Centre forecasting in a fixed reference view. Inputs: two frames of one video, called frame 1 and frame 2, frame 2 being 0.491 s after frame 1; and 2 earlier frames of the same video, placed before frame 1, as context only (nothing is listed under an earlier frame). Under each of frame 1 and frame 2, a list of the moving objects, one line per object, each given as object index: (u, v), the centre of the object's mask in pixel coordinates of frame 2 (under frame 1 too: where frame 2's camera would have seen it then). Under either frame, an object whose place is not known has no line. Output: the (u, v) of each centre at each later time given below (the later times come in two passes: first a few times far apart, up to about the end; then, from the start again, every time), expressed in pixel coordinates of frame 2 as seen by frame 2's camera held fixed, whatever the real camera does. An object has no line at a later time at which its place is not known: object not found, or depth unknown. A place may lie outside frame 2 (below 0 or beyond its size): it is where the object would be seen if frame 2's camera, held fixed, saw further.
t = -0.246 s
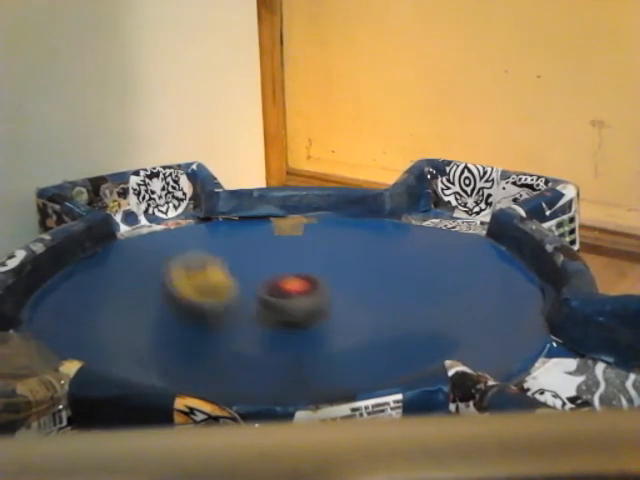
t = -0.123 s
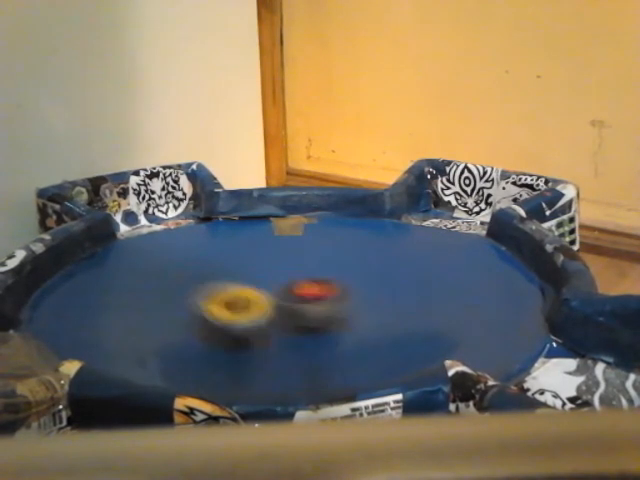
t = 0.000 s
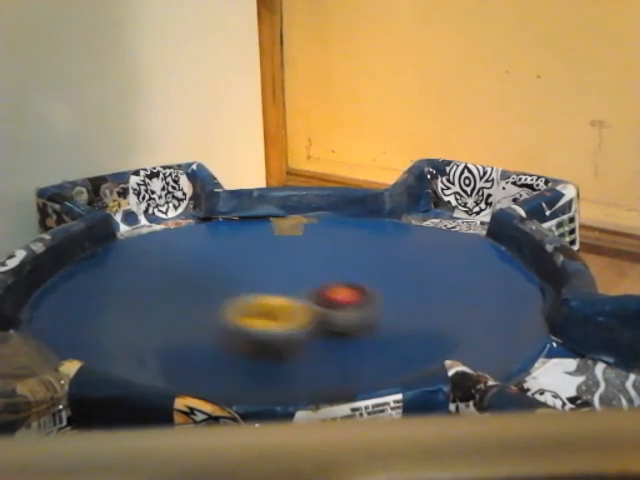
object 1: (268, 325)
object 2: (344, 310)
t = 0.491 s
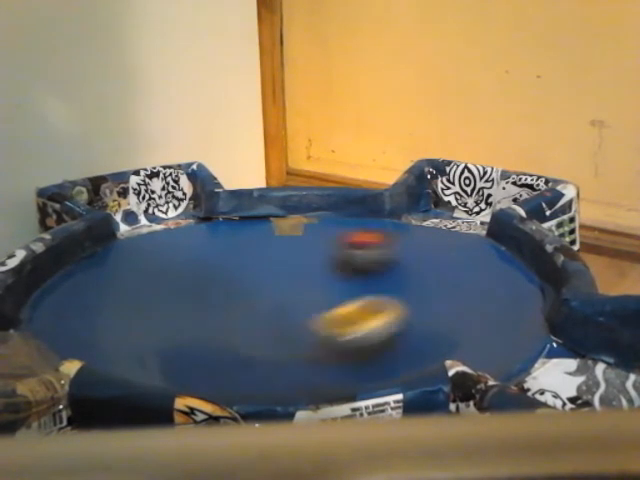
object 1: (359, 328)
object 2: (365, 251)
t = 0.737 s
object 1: (354, 290)
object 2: (297, 262)
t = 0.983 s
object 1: (424, 306)
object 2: (148, 238)
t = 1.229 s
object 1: (396, 286)
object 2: (96, 270)
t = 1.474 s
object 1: (302, 277)
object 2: (90, 309)
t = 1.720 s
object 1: (247, 286)
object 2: (166, 345)
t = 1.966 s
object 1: (209, 301)
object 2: (290, 351)
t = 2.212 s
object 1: (237, 319)
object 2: (373, 322)
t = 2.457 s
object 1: (251, 305)
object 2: (365, 289)
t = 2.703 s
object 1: (246, 285)
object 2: (327, 266)
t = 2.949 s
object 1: (188, 307)
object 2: (306, 249)
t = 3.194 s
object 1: (248, 327)
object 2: (254, 258)
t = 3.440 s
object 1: (280, 309)
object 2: (227, 285)
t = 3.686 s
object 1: (402, 299)
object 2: (199, 290)
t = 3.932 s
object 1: (387, 259)
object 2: (227, 321)
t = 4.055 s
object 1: (349, 254)
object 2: (253, 327)
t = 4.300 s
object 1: (272, 286)
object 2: (319, 331)
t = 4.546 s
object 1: (258, 307)
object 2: (373, 313)
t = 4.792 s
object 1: (242, 325)
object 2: (366, 290)
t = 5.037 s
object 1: (283, 333)
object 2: (327, 283)
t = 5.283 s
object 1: (290, 323)
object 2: (319, 283)
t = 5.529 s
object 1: (249, 330)
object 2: (319, 280)
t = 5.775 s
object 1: (280, 327)
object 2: (285, 275)
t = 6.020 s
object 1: (260, 314)
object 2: (246, 275)
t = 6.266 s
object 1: (268, 331)
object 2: (228, 278)
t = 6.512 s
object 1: (310, 328)
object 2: (221, 299)
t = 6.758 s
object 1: (322, 320)
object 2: (254, 300)
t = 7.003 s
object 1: (397, 323)
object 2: (246, 267)
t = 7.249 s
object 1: (443, 290)
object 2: (216, 278)
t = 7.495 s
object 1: (372, 274)
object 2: (226, 301)
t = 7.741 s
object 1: (334, 255)
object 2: (215, 317)
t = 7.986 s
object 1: (326, 218)
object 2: (212, 352)
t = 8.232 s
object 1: (274, 224)
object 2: (326, 348)
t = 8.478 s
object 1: (227, 260)
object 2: (376, 324)
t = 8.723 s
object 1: (230, 306)
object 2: (371, 299)
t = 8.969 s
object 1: (251, 329)
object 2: (338, 288)
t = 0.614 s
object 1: (377, 307)
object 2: (331, 253)
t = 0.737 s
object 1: (354, 290)
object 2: (297, 262)
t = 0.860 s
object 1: (366, 292)
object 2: (241, 258)
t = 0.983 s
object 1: (424, 306)
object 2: (148, 238)
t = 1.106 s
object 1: (427, 303)
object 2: (115, 253)
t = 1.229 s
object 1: (396, 286)
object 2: (96, 270)
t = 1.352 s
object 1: (349, 277)
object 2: (84, 290)
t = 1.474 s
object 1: (302, 277)
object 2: (90, 309)
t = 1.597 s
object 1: (273, 282)
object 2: (118, 330)
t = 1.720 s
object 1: (247, 286)
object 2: (166, 345)
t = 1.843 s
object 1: (224, 290)
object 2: (228, 353)
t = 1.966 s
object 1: (209, 301)
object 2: (290, 351)
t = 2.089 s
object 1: (214, 312)
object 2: (342, 339)
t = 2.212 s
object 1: (237, 319)
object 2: (373, 322)
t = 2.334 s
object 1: (250, 316)
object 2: (378, 305)
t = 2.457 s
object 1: (251, 305)
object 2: (365, 289)
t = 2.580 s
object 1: (258, 294)
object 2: (341, 277)
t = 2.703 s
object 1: (246, 285)
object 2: (327, 266)
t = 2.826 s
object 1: (198, 292)
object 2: (332, 253)
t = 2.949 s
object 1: (188, 307)
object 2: (306, 249)
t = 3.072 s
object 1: (210, 320)
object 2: (279, 250)
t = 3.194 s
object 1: (248, 327)
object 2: (254, 258)
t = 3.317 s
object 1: (272, 320)
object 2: (235, 271)
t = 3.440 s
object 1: (280, 309)
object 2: (227, 285)
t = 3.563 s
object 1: (343, 310)
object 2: (208, 284)
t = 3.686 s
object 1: (402, 299)
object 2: (199, 290)
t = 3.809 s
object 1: (412, 275)
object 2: (206, 307)
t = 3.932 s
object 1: (387, 259)
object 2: (227, 321)
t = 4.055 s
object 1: (349, 254)
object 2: (253, 327)
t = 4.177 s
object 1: (283, 275)
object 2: (294, 332)
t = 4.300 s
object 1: (272, 286)
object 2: (319, 331)
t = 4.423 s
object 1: (269, 296)
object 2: (351, 325)
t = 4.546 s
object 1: (258, 307)
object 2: (373, 313)
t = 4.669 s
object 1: (249, 318)
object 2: (378, 300)
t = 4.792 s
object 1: (242, 325)
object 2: (366, 290)
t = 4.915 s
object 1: (255, 331)
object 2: (344, 283)
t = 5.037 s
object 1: (283, 333)
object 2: (327, 283)
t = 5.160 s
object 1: (296, 328)
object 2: (321, 281)
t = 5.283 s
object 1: (290, 323)
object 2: (319, 283)
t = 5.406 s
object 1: (276, 320)
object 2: (316, 284)
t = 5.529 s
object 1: (249, 330)
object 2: (319, 280)
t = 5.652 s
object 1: (267, 332)
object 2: (306, 276)
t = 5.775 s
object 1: (280, 327)
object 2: (285, 275)
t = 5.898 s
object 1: (272, 321)
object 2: (264, 274)
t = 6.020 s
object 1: (260, 314)
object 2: (246, 275)
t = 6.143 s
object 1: (256, 321)
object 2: (234, 273)
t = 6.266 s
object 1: (268, 331)
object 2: (228, 278)
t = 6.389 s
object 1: (294, 331)
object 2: (218, 287)
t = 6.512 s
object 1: (310, 328)
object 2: (221, 299)
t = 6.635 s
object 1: (317, 324)
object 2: (237, 302)
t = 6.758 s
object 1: (322, 320)
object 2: (254, 300)
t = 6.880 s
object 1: (335, 319)
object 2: (266, 295)
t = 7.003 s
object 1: (397, 323)
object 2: (246, 267)
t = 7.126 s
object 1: (438, 307)
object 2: (229, 267)
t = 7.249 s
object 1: (443, 290)
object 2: (216, 278)
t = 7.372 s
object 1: (416, 279)
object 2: (214, 290)
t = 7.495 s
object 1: (372, 274)
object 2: (226, 301)
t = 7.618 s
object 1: (326, 275)
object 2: (248, 302)
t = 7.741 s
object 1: (334, 255)
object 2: (215, 317)
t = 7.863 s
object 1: (351, 226)
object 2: (168, 336)
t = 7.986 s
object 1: (326, 218)
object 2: (212, 352)
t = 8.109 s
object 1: (299, 218)
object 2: (272, 355)
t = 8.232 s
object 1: (274, 224)
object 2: (326, 348)
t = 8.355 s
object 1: (247, 236)
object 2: (359, 337)
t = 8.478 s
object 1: (227, 260)
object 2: (376, 324)
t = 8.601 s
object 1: (221, 286)
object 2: (379, 310)
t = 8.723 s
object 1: (230, 306)
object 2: (371, 299)
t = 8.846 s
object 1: (240, 318)
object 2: (352, 292)
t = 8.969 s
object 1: (251, 329)
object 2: (338, 288)
